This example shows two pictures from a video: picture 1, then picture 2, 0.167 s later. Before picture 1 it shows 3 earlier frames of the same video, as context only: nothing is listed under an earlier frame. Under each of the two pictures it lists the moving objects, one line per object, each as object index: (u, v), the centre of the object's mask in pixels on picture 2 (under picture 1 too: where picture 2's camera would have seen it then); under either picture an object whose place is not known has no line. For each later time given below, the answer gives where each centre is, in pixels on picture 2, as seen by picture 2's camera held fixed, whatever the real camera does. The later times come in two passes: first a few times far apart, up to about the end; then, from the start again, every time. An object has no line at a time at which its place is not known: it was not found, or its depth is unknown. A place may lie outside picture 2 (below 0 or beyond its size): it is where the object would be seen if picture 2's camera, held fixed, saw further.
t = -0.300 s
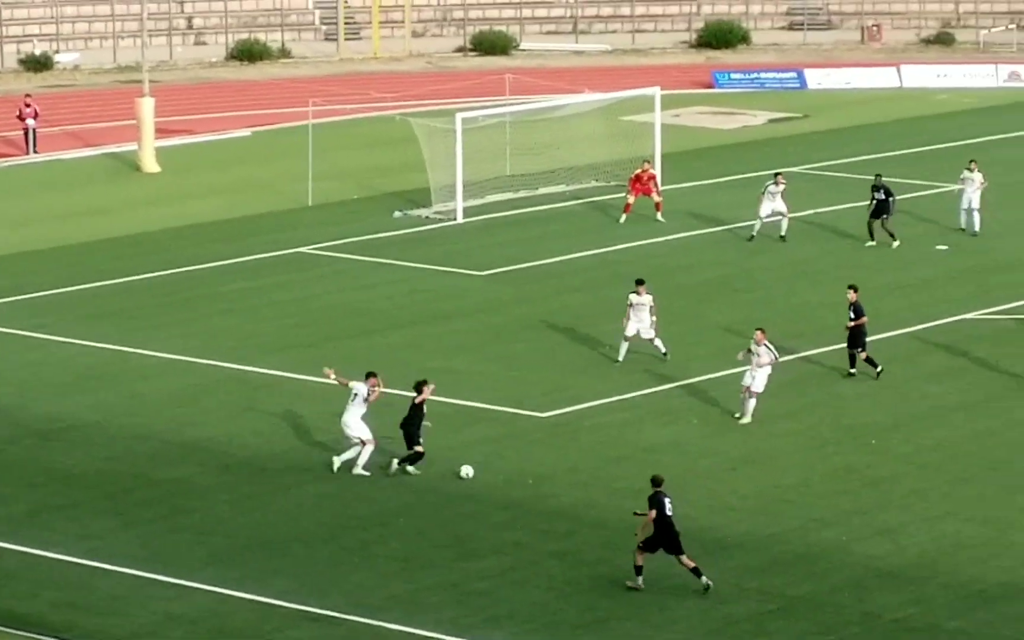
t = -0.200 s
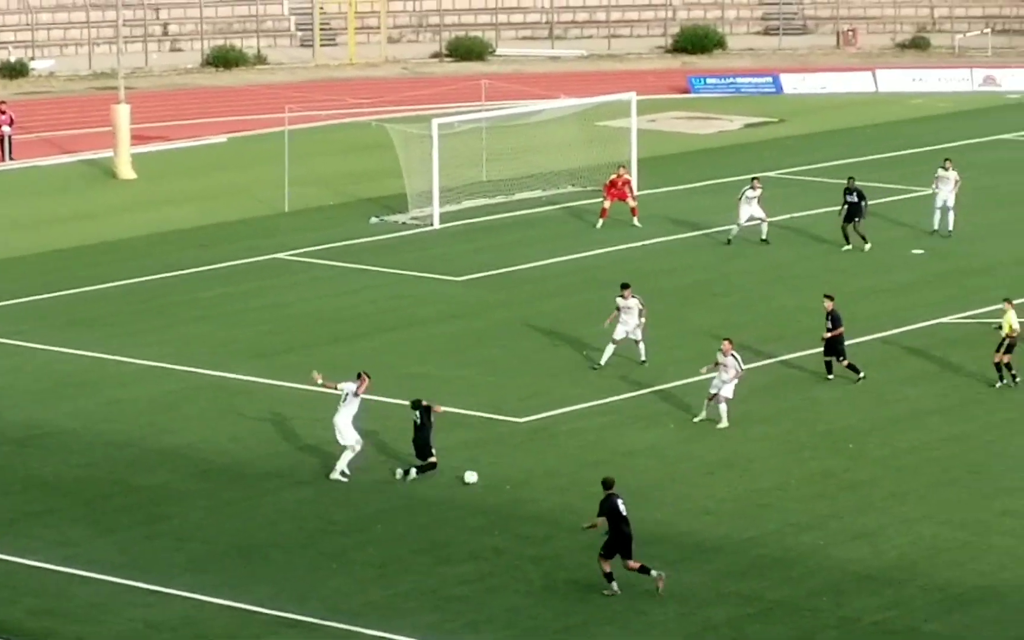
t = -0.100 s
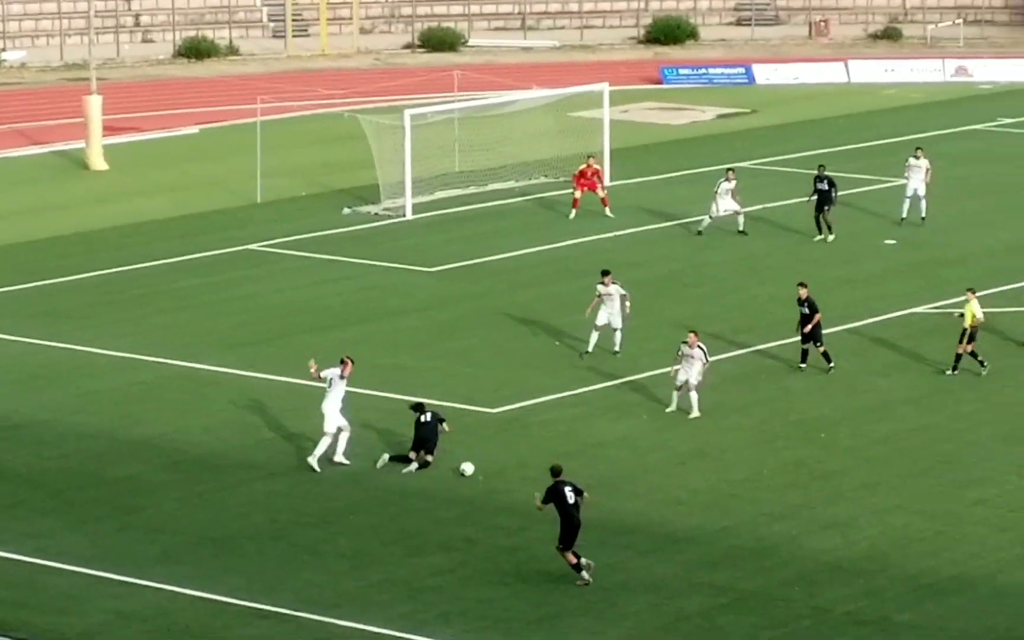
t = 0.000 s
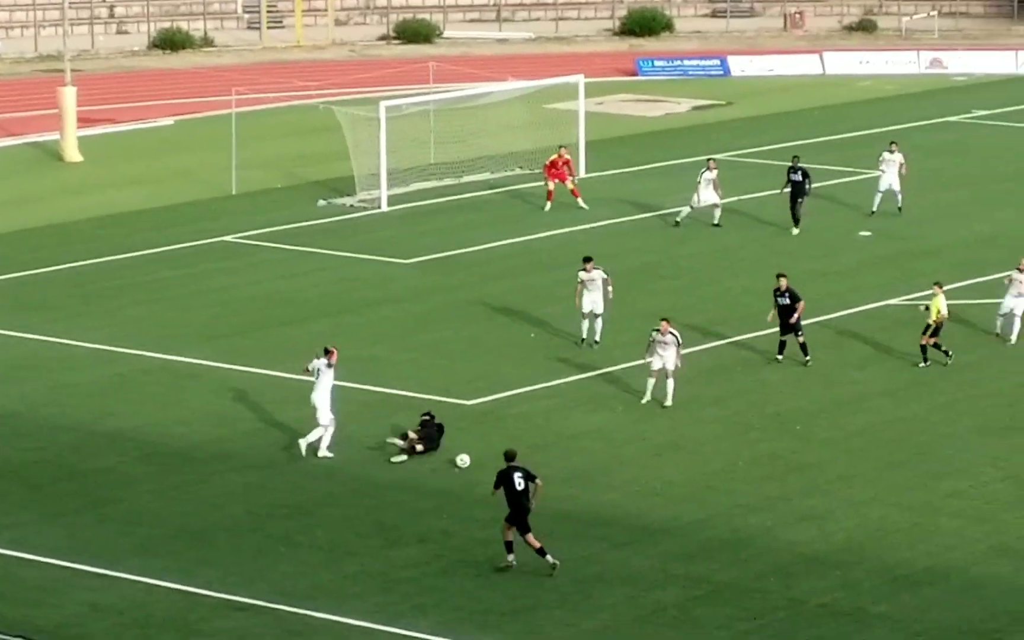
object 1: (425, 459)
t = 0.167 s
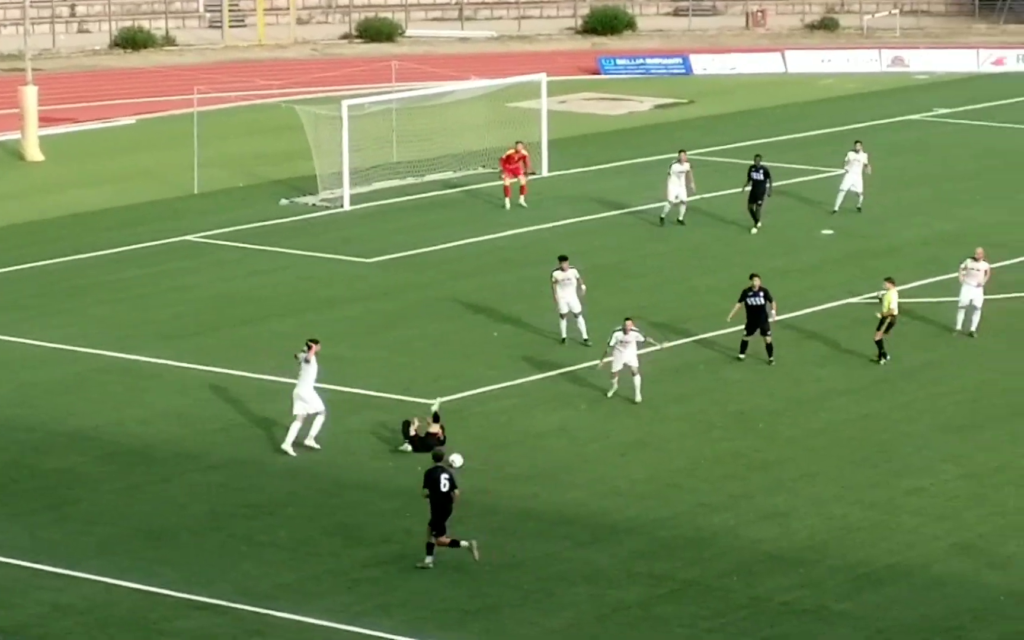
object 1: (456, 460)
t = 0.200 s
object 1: (461, 460)
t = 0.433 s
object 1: (498, 461)
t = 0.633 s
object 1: (526, 462)
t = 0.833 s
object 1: (554, 462)
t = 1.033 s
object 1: (580, 463)
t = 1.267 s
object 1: (607, 464)
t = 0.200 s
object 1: (461, 460)
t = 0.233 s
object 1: (466, 460)
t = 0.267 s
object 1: (471, 461)
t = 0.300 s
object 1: (477, 461)
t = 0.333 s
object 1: (482, 461)
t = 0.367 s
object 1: (488, 461)
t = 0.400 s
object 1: (493, 461)
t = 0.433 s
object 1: (498, 461)
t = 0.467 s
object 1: (502, 461)
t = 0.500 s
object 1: (508, 461)
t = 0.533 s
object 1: (512, 461)
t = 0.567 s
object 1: (517, 461)
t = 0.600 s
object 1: (522, 462)
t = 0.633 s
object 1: (526, 462)
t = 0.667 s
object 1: (531, 462)
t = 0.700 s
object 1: (537, 462)
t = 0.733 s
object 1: (541, 462)
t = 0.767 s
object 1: (546, 462)
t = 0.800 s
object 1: (550, 463)
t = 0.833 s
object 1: (554, 462)
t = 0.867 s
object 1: (558, 462)
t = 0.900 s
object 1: (564, 463)
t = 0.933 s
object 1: (568, 463)
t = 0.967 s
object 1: (572, 463)
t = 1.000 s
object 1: (577, 463)
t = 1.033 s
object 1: (580, 463)
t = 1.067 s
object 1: (584, 463)
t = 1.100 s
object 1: (588, 463)
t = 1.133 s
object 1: (592, 463)
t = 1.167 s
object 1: (596, 463)
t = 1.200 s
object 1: (600, 464)
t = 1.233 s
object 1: (603, 464)
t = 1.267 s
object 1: (607, 464)
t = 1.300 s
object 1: (611, 464)
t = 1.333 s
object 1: (615, 464)
